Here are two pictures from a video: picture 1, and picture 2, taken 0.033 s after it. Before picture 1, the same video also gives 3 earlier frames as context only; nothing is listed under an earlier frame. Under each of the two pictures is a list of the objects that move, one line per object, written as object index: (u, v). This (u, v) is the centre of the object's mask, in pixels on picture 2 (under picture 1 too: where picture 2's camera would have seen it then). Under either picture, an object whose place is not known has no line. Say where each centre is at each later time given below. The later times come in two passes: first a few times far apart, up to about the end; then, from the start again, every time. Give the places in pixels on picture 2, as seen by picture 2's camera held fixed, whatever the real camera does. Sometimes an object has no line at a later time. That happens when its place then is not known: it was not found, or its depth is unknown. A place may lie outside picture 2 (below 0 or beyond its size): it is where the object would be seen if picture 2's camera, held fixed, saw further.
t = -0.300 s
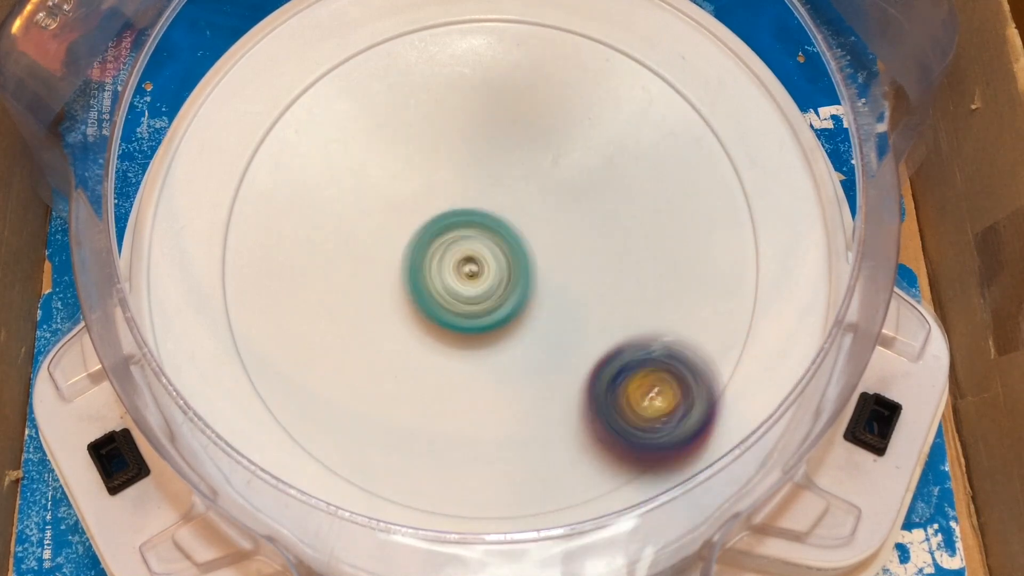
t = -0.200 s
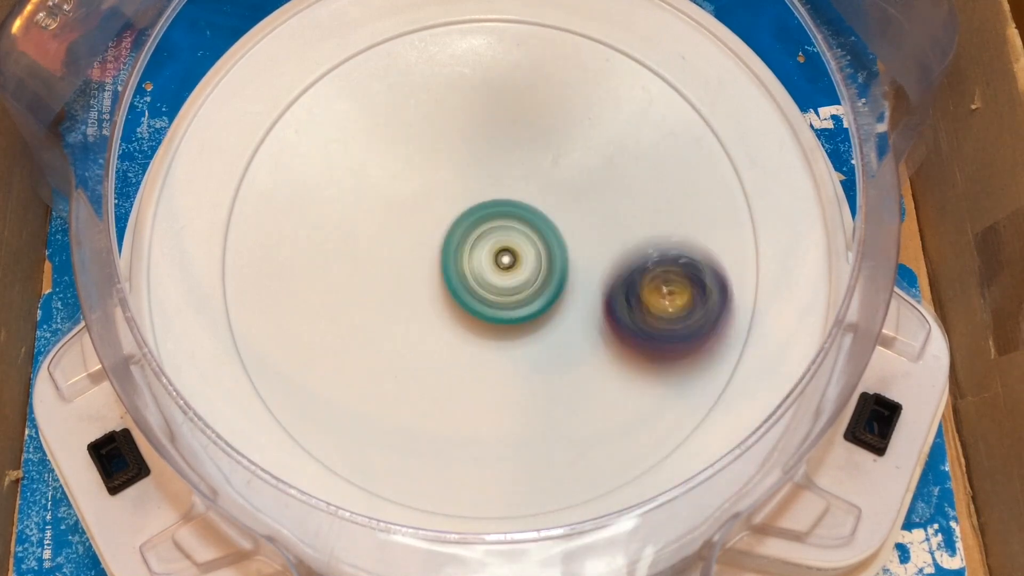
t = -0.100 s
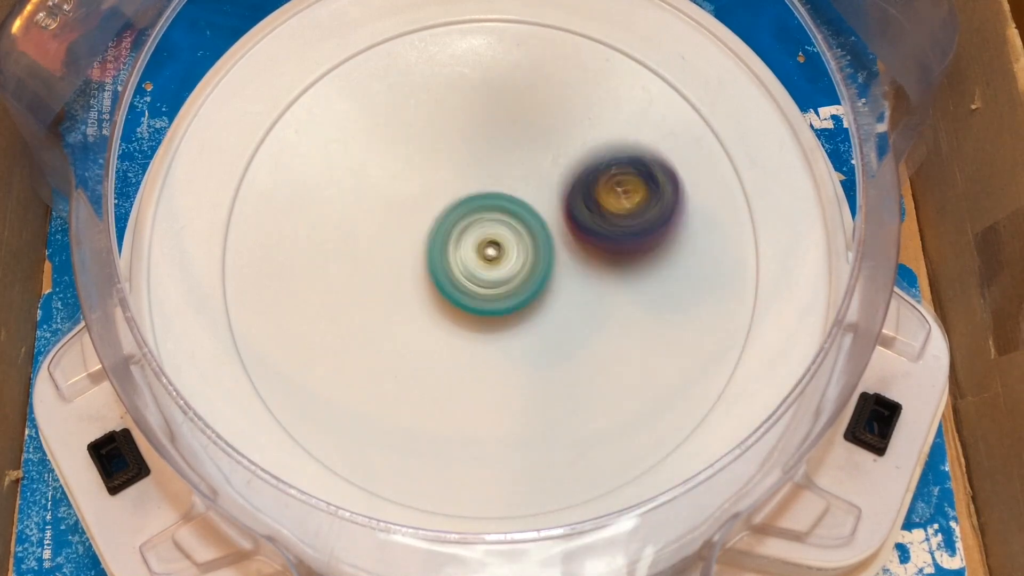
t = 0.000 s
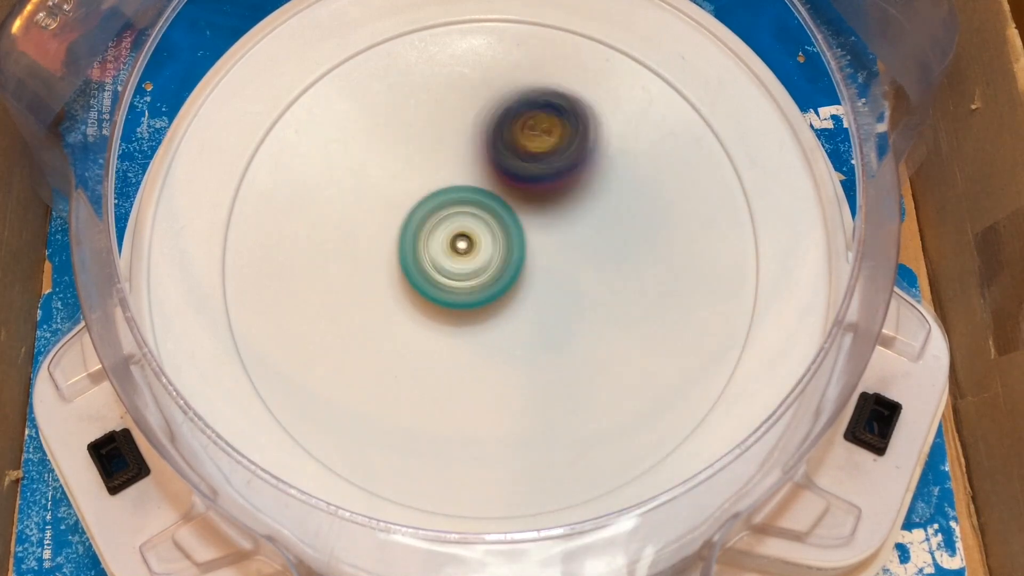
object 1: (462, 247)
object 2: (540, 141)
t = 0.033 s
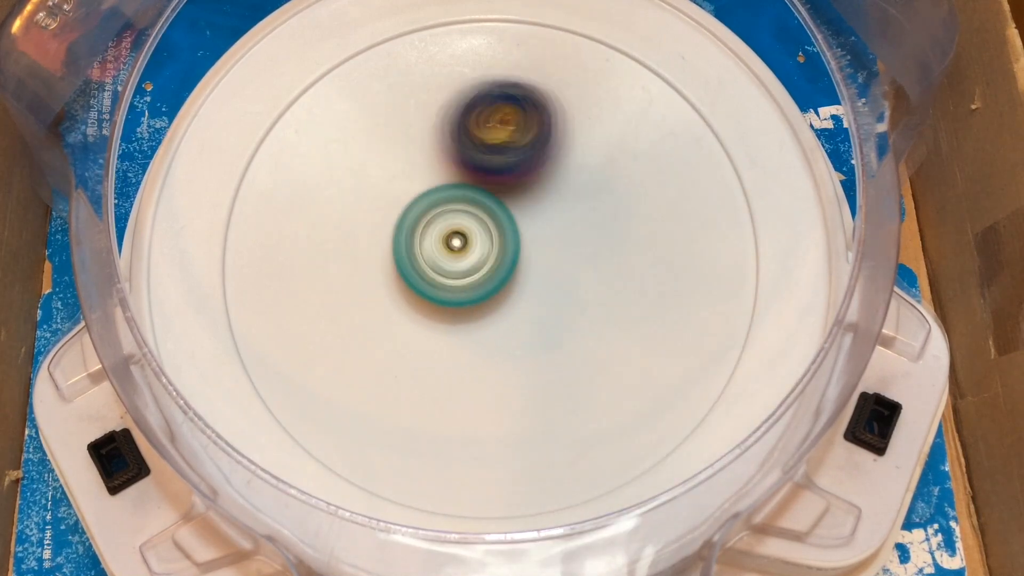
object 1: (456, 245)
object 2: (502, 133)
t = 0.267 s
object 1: (427, 258)
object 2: (236, 220)
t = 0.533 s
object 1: (457, 234)
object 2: (506, 461)
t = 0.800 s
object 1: (476, 226)
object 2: (619, 159)
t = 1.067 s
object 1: (476, 228)
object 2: (328, 66)
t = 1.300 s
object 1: (468, 233)
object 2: (304, 354)
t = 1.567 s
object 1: (462, 234)
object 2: (650, 284)
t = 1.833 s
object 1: (465, 233)
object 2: (588, 36)
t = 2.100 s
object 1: (468, 230)
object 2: (313, 185)
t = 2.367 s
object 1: (475, 228)
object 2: (544, 422)
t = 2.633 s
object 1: (480, 224)
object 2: (734, 213)
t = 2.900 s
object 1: (484, 225)
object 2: (462, 77)
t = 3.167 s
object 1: (484, 225)
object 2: (273, 320)
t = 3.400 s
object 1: (481, 227)
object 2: (499, 476)
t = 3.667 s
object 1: (474, 230)
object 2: (646, 213)
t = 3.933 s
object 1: (467, 231)
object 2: (385, 49)
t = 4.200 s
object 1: (464, 232)
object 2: (280, 309)
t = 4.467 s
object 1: (466, 234)
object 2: (599, 335)
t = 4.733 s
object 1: (469, 232)
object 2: (630, 86)
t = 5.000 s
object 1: (476, 229)
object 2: (370, 86)
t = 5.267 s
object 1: (477, 227)
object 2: (391, 381)
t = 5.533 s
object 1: (477, 227)
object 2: (676, 363)
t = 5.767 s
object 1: (476, 229)
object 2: (638, 146)
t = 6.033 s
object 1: (472, 229)
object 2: (353, 138)
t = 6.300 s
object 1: (468, 232)
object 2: (301, 385)
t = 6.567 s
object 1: (467, 231)
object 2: (588, 364)
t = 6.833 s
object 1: (469, 231)
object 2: (585, 114)
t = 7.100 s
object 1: (469, 227)
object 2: (356, 73)
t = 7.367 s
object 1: (474, 228)
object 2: (365, 330)
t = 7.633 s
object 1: (476, 227)
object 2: (636, 337)
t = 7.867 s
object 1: (477, 226)
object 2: (660, 151)
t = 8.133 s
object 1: (476, 232)
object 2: (412, 125)
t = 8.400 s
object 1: (478, 278)
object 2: (241, 254)
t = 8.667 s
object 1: (485, 263)
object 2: (452, 382)
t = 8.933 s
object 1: (505, 213)
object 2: (630, 256)
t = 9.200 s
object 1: (494, 218)
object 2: (533, 86)
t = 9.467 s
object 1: (486, 226)
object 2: (346, 184)
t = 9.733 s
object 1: (484, 229)
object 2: (437, 381)
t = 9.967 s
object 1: (481, 230)
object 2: (622, 332)
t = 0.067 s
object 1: (449, 248)
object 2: (463, 125)
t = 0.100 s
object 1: (441, 253)
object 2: (422, 120)
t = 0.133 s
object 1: (435, 257)
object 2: (380, 123)
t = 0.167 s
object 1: (431, 259)
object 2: (340, 135)
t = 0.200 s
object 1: (428, 260)
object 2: (303, 154)
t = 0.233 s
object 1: (427, 259)
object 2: (265, 183)
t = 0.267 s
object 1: (427, 258)
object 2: (236, 220)
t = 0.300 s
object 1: (430, 256)
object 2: (227, 266)
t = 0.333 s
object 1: (433, 253)
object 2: (245, 314)
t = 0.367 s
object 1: (436, 250)
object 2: (264, 362)
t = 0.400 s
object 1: (440, 246)
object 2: (294, 404)
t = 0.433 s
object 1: (444, 243)
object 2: (341, 433)
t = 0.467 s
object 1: (448, 239)
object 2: (391, 458)
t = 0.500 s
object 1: (453, 237)
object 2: (453, 467)
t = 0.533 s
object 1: (457, 234)
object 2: (506, 461)
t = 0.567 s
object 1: (460, 232)
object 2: (557, 440)
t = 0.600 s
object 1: (464, 231)
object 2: (598, 410)
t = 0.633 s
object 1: (467, 230)
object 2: (629, 370)
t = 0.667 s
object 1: (470, 229)
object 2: (645, 326)
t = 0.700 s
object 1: (473, 228)
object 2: (653, 285)
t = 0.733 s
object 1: (475, 227)
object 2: (650, 239)
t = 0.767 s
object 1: (476, 226)
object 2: (639, 199)
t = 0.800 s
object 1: (476, 226)
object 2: (619, 159)
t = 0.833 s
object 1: (477, 226)
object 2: (594, 125)
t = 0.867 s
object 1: (478, 227)
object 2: (561, 94)
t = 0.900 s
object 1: (479, 227)
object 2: (526, 69)
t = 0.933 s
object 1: (479, 227)
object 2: (485, 50)
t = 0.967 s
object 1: (479, 227)
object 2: (443, 42)
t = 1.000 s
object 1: (478, 227)
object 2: (402, 40)
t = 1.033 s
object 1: (477, 227)
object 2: (357, 42)
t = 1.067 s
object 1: (476, 228)
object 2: (328, 66)
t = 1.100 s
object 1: (475, 229)
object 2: (302, 103)
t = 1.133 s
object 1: (473, 230)
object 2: (275, 142)
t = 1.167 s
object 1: (472, 230)
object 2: (254, 179)
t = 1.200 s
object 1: (471, 231)
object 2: (244, 227)
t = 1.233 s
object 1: (470, 232)
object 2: (250, 276)
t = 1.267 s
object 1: (469, 232)
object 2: (271, 318)
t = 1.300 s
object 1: (468, 233)
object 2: (304, 354)
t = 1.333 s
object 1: (467, 234)
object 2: (344, 382)
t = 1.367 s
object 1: (467, 234)
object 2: (396, 395)
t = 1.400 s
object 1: (466, 234)
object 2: (449, 399)
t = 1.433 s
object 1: (465, 233)
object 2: (503, 391)
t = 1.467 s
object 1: (464, 233)
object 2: (550, 374)
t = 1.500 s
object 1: (463, 233)
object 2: (591, 349)
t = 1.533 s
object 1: (462, 234)
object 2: (626, 316)
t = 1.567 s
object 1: (462, 234)
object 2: (650, 284)
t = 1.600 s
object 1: (463, 235)
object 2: (666, 247)
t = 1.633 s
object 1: (463, 235)
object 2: (675, 210)
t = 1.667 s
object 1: (464, 235)
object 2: (677, 174)
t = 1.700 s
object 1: (465, 234)
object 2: (671, 137)
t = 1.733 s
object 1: (465, 234)
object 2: (660, 102)
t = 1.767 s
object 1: (465, 234)
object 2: (642, 69)
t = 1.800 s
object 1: (465, 233)
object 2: (618, 46)
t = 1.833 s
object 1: (465, 233)
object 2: (588, 36)
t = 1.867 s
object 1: (465, 233)
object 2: (543, 35)
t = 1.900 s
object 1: (466, 233)
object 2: (501, 35)
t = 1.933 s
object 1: (466, 232)
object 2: (457, 39)
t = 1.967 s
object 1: (466, 232)
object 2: (416, 47)
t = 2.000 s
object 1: (467, 231)
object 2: (380, 65)
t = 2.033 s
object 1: (467, 231)
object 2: (348, 101)
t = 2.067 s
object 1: (468, 230)
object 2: (326, 140)
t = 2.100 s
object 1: (468, 230)
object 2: (313, 185)
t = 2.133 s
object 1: (469, 229)
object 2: (312, 232)
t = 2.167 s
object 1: (469, 229)
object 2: (323, 279)
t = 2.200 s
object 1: (470, 229)
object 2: (342, 321)
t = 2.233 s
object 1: (470, 229)
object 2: (371, 357)
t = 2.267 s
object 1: (471, 229)
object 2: (406, 388)
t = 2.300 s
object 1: (472, 229)
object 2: (452, 409)
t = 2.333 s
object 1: (474, 228)
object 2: (496, 420)
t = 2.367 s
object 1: (475, 228)
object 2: (544, 422)
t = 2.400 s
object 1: (476, 227)
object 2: (588, 416)
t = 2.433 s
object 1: (477, 227)
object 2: (628, 401)
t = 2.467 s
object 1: (478, 226)
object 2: (667, 378)
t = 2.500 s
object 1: (479, 225)
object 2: (697, 352)
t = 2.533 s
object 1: (479, 224)
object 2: (720, 321)
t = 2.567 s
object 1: (480, 224)
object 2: (735, 287)
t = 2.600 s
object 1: (480, 224)
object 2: (739, 253)
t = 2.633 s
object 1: (480, 224)
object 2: (734, 213)
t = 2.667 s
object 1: (480, 224)
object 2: (721, 178)
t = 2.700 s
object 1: (480, 224)
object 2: (700, 147)
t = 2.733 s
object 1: (481, 224)
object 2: (669, 119)
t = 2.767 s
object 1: (481, 224)
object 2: (634, 97)
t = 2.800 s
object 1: (482, 225)
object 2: (593, 80)
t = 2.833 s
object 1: (482, 225)
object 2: (550, 72)
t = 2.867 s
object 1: (483, 225)
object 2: (507, 70)
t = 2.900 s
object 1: (484, 225)
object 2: (462, 77)
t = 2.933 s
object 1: (485, 225)
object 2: (420, 90)
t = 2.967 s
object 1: (485, 225)
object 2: (382, 111)
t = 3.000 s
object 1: (485, 224)
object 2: (348, 137)
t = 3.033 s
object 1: (486, 224)
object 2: (322, 167)
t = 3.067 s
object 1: (486, 224)
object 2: (298, 203)
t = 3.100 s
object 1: (486, 224)
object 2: (282, 241)
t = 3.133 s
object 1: (485, 225)
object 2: (274, 280)
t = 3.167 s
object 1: (484, 225)
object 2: (273, 320)
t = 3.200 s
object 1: (484, 225)
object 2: (281, 359)
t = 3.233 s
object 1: (484, 224)
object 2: (297, 397)
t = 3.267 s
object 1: (484, 225)
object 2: (323, 428)
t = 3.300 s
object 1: (483, 225)
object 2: (357, 451)
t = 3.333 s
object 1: (483, 226)
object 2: (400, 468)
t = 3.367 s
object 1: (482, 226)
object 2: (449, 475)
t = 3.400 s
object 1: (481, 227)
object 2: (499, 476)
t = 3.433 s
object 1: (480, 227)
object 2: (544, 465)
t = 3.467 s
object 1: (479, 228)
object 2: (586, 441)
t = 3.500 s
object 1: (478, 228)
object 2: (618, 410)
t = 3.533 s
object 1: (477, 228)
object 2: (641, 373)
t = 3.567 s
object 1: (476, 229)
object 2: (655, 333)
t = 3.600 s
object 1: (475, 229)
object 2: (660, 291)
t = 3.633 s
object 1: (474, 230)
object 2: (657, 252)
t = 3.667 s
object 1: (474, 230)
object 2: (646, 213)
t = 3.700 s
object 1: (473, 230)
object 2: (627, 175)
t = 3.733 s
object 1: (472, 231)
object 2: (602, 139)
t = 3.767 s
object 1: (471, 231)
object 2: (576, 110)
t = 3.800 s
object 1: (470, 231)
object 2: (542, 85)
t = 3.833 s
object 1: (470, 231)
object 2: (504, 67)
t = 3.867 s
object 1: (469, 231)
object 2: (464, 53)
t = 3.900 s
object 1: (468, 231)
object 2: (424, 47)
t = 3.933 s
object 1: (467, 231)
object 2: (385, 49)
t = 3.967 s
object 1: (467, 231)
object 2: (344, 54)
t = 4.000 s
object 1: (466, 231)
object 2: (310, 70)
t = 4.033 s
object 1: (466, 231)
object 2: (289, 106)
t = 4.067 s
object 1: (465, 231)
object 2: (273, 148)
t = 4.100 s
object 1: (465, 231)
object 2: (260, 186)
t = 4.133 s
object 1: (465, 231)
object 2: (255, 227)
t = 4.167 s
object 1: (465, 231)
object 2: (261, 271)
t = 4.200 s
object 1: (464, 232)
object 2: (280, 309)
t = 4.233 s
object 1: (465, 232)
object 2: (309, 344)
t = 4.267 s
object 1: (464, 232)
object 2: (347, 368)
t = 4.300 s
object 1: (465, 232)
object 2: (389, 385)
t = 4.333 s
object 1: (465, 233)
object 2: (438, 390)
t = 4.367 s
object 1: (465, 233)
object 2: (485, 390)
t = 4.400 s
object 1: (465, 233)
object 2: (527, 378)
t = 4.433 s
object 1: (465, 233)
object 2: (565, 359)
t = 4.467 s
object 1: (466, 234)
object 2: (599, 335)
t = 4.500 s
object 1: (466, 234)
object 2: (626, 306)
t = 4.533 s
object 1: (466, 234)
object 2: (645, 277)
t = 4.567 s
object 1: (467, 234)
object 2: (658, 243)
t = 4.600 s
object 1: (467, 233)
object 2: (664, 212)
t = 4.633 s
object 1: (468, 233)
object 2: (664, 176)
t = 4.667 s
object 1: (468, 233)
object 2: (658, 145)
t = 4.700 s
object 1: (468, 232)
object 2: (646, 115)
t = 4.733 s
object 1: (469, 232)
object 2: (630, 86)
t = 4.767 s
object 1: (470, 231)
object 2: (605, 61)
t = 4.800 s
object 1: (470, 231)
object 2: (576, 45)
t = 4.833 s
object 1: (471, 230)
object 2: (544, 40)
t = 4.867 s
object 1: (472, 229)
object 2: (506, 36)
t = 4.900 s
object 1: (473, 229)
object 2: (468, 39)
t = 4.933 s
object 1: (474, 229)
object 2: (432, 45)
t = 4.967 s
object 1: (475, 229)
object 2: (399, 60)
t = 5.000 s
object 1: (476, 229)
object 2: (370, 86)
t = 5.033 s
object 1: (476, 229)
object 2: (346, 120)
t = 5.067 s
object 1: (476, 228)
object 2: (328, 157)
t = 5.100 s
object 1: (476, 228)
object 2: (319, 196)
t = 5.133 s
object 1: (476, 228)
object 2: (320, 237)
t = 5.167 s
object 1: (477, 228)
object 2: (327, 280)
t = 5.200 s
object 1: (477, 227)
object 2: (341, 317)
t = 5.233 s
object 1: (477, 227)
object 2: (362, 352)
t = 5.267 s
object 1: (477, 227)
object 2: (391, 381)
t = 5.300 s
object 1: (477, 227)
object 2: (425, 404)
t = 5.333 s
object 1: (477, 227)
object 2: (464, 419)
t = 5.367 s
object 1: (477, 227)
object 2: (503, 429)
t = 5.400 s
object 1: (477, 227)
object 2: (544, 430)
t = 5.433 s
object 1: (477, 227)
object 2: (587, 423)
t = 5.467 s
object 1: (477, 227)
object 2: (621, 409)
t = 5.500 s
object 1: (477, 227)
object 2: (653, 388)
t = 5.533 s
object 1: (477, 227)
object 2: (676, 363)
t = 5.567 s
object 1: (477, 227)
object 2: (696, 333)
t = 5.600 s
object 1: (477, 228)
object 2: (706, 300)
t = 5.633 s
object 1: (477, 228)
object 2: (707, 265)
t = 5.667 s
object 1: (477, 228)
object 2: (700, 230)
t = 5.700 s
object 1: (477, 228)
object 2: (685, 199)
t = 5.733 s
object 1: (476, 228)
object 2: (664, 169)
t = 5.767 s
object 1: (476, 229)
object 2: (638, 146)
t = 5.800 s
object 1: (475, 229)
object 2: (608, 124)
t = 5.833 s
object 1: (475, 229)
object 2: (570, 108)
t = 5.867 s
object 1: (475, 228)
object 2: (533, 100)
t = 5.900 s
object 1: (474, 229)
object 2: (493, 96)
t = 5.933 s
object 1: (474, 229)
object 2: (456, 98)
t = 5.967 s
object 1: (473, 228)
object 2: (420, 106)
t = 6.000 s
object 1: (473, 229)
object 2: (385, 120)
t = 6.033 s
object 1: (472, 229)
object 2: (353, 138)
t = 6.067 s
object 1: (472, 229)
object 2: (323, 161)
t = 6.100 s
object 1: (471, 229)
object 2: (300, 187)
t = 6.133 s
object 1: (471, 230)
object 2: (282, 216)
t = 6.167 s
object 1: (470, 230)
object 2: (270, 248)
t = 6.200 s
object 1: (470, 231)
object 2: (265, 285)
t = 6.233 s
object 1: (469, 231)
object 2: (268, 320)
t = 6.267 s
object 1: (469, 231)
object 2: (281, 355)
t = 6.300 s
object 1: (468, 232)
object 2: (301, 385)
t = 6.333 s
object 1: (468, 232)
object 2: (330, 408)
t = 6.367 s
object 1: (467, 232)
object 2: (366, 426)
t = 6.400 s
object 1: (467, 232)
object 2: (408, 437)
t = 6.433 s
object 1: (467, 232)
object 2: (450, 440)
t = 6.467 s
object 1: (467, 231)
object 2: (491, 432)
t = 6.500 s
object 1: (467, 231)
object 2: (528, 415)
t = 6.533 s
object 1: (467, 231)
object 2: (561, 392)
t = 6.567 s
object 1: (467, 231)
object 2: (588, 364)
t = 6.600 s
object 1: (468, 231)
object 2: (609, 332)
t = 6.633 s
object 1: (468, 231)
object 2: (622, 299)
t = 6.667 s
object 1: (468, 231)
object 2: (629, 265)
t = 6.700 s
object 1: (468, 231)
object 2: (630, 232)
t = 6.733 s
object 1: (469, 231)
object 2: (625, 200)
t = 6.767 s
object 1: (469, 231)
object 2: (616, 168)
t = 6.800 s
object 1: (469, 231)
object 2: (603, 139)
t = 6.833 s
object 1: (469, 231)
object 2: (585, 114)
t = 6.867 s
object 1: (468, 231)
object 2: (564, 91)
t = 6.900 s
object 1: (468, 231)
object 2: (538, 71)
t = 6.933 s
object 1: (468, 230)
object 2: (509, 56)
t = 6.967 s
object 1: (468, 230)
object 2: (478, 48)
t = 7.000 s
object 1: (468, 229)
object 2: (446, 46)
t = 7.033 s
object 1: (468, 229)
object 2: (414, 49)
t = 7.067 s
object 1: (469, 228)
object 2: (385, 56)
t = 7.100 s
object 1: (469, 227)
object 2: (356, 73)
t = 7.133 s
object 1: (470, 227)
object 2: (331, 98)
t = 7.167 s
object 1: (471, 227)
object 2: (314, 126)
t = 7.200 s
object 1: (472, 227)
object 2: (302, 159)
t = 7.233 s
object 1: (473, 227)
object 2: (299, 196)
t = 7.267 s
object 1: (474, 227)
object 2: (304, 232)
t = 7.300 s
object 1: (474, 228)
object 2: (318, 269)
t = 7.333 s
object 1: (474, 228)
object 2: (339, 302)
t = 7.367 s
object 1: (474, 228)
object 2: (365, 330)
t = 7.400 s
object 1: (474, 228)
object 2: (396, 353)
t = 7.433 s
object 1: (474, 228)
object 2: (431, 369)
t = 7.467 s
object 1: (474, 228)
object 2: (468, 377)
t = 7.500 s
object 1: (474, 227)
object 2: (506, 382)
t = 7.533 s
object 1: (475, 227)
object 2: (543, 378)
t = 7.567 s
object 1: (475, 227)
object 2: (578, 370)
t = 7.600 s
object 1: (475, 227)
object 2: (609, 356)
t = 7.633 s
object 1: (476, 227)
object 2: (636, 337)
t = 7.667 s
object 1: (476, 227)
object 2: (658, 313)
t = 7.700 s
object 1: (476, 227)
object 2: (674, 289)
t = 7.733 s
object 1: (476, 227)
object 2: (685, 261)
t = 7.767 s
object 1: (476, 227)
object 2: (689, 233)
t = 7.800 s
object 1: (477, 226)
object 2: (685, 204)
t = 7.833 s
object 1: (477, 226)
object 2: (675, 176)
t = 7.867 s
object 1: (477, 226)
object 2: (660, 151)
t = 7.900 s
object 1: (477, 227)
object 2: (637, 129)
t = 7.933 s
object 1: (477, 227)
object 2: (609, 112)
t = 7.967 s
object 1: (477, 227)
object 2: (579, 100)
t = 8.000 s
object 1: (477, 228)
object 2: (544, 93)
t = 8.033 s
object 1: (477, 228)
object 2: (509, 93)
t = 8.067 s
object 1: (476, 228)
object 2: (476, 99)
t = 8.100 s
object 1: (476, 229)
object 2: (443, 111)
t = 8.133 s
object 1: (476, 232)
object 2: (412, 125)
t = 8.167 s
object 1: (479, 247)
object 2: (381, 126)
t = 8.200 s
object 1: (480, 258)
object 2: (353, 131)
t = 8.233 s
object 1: (480, 267)
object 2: (326, 142)
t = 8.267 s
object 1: (480, 273)
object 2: (300, 156)
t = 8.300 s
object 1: (479, 277)
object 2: (277, 176)
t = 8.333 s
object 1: (479, 278)
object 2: (259, 198)
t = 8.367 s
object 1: (478, 279)
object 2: (246, 225)
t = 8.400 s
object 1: (478, 278)
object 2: (241, 254)
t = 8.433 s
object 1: (478, 277)
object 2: (244, 285)
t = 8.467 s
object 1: (479, 276)
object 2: (258, 316)
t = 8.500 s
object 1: (480, 274)
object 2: (281, 341)
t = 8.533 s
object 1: (480, 273)
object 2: (310, 361)
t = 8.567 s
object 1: (480, 271)
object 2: (346, 375)
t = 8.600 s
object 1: (481, 270)
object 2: (382, 381)
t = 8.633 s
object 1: (481, 269)
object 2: (420, 381)
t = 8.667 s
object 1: (485, 263)
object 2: (452, 382)
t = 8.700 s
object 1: (491, 249)
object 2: (481, 385)
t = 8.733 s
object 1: (497, 237)
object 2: (511, 379)
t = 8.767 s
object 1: (500, 228)
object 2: (540, 367)
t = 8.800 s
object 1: (503, 222)
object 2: (568, 349)
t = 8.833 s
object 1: (504, 218)
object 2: (591, 328)
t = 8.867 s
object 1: (505, 216)
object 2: (609, 306)
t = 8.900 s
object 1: (506, 214)
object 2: (622, 282)
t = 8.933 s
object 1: (505, 213)
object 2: (630, 256)
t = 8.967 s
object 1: (504, 213)
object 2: (633, 229)
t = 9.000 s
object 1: (503, 213)
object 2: (632, 202)
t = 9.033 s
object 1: (502, 213)
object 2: (625, 176)
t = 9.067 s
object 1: (500, 214)
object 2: (613, 151)
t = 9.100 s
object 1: (499, 215)
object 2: (599, 130)
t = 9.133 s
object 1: (497, 216)
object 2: (580, 110)
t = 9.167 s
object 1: (495, 217)
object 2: (558, 97)
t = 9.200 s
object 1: (494, 218)
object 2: (533, 86)
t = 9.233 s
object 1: (492, 220)
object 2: (505, 81)
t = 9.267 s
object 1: (491, 221)
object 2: (476, 81)
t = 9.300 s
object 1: (490, 222)
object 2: (447, 87)
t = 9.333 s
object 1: (489, 223)
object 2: (421, 97)
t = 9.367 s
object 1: (488, 224)
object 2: (396, 114)
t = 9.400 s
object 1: (487, 225)
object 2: (374, 134)
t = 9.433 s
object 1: (486, 226)
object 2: (358, 159)
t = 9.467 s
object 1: (486, 226)
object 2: (346, 184)
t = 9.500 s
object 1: (486, 227)
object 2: (340, 212)
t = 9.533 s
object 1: (485, 227)
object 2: (338, 241)
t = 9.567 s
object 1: (485, 227)
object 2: (342, 271)
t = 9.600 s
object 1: (485, 228)
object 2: (351, 298)
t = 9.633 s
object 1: (485, 228)
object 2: (366, 325)
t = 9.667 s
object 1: (485, 228)
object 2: (384, 350)
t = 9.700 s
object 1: (484, 228)
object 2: (408, 368)
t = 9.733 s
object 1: (484, 229)
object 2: (437, 381)
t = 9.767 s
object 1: (484, 229)
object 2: (465, 391)
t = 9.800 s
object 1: (484, 229)
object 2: (496, 395)
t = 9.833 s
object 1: (484, 230)
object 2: (527, 392)
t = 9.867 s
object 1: (483, 230)
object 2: (556, 384)
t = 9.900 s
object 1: (482, 230)
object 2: (583, 372)
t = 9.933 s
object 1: (482, 230)
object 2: (607, 351)
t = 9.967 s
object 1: (481, 230)
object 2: (622, 332)
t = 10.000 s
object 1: (481, 230)
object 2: (635, 305)
